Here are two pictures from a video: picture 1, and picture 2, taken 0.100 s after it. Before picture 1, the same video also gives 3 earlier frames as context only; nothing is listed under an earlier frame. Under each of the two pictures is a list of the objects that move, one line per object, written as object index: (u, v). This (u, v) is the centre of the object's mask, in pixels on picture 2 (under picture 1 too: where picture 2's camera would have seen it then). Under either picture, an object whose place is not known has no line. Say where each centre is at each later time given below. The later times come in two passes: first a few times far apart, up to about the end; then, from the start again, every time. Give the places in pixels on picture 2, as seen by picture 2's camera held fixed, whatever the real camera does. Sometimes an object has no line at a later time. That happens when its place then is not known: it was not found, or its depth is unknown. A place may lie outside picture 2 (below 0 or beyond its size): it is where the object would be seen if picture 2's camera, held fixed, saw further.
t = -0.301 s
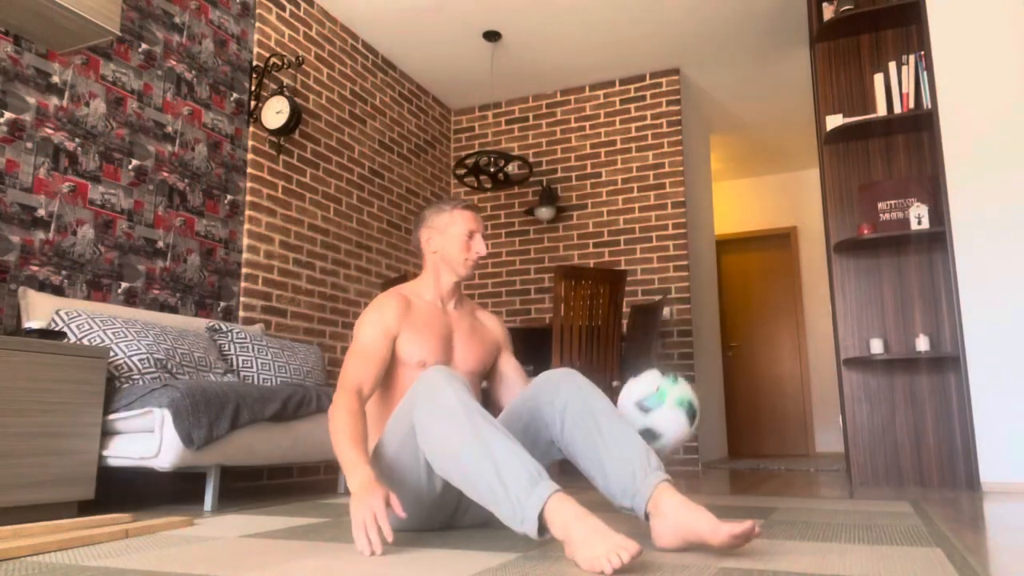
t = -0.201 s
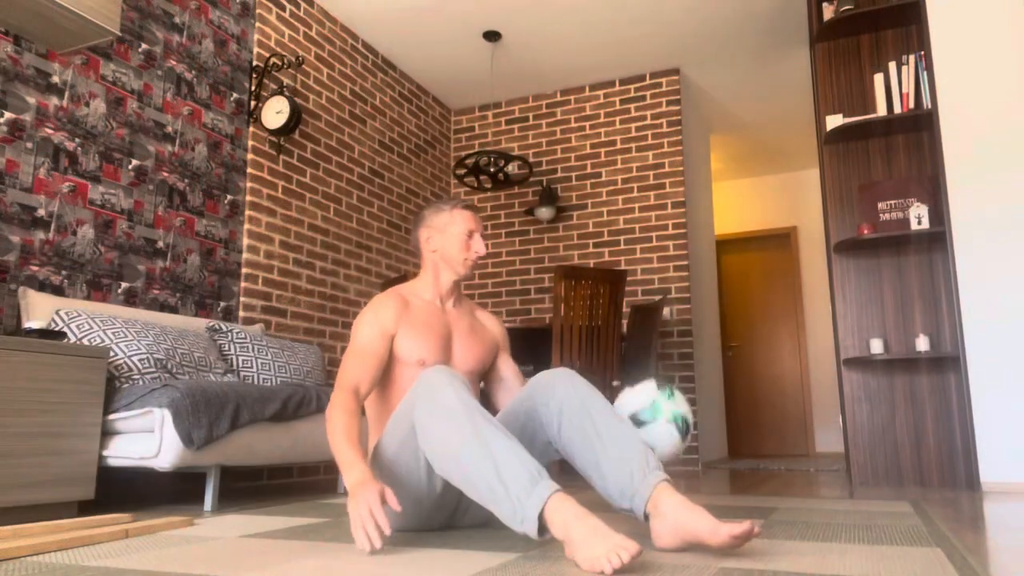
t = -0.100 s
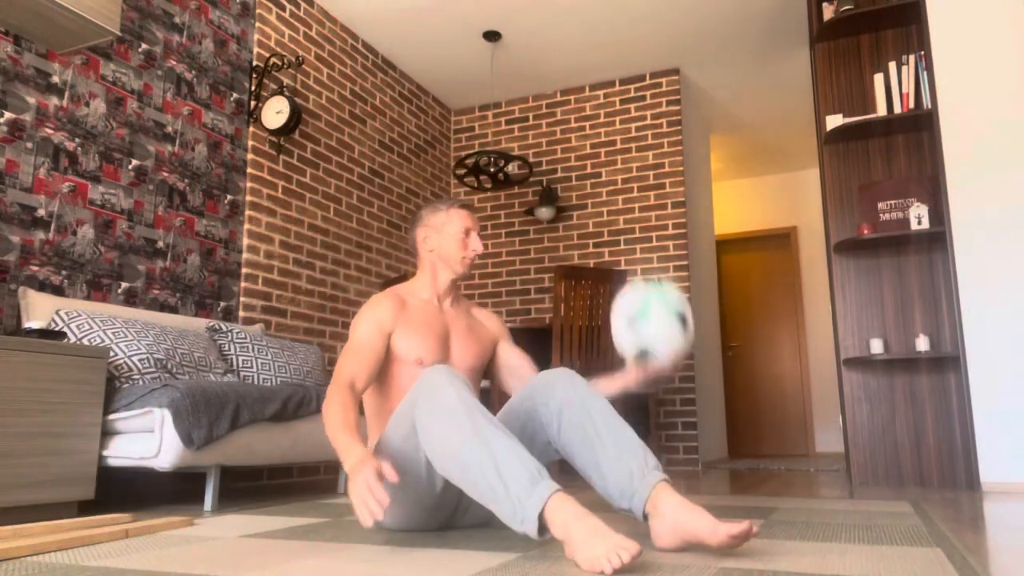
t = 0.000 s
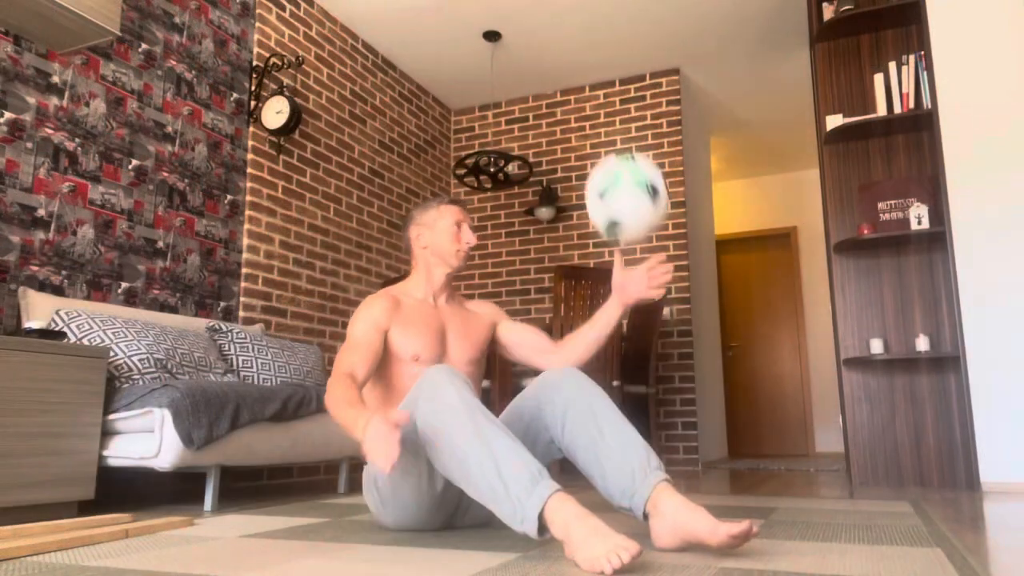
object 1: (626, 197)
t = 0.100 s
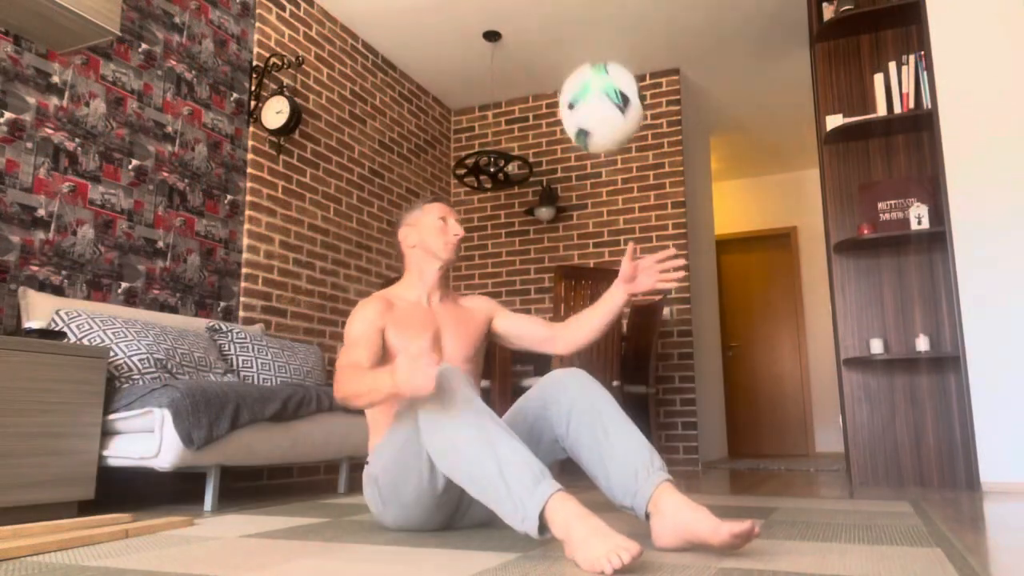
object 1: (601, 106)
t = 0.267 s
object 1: (560, 36)
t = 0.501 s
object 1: (497, 96)
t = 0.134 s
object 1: (593, 84)
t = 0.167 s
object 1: (584, 65)
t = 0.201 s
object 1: (576, 50)
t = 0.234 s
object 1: (568, 40)
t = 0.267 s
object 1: (560, 36)
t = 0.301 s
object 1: (551, 34)
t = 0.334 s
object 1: (543, 34)
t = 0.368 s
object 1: (533, 37)
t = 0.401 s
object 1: (525, 43)
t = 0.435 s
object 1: (516, 54)
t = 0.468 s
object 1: (506, 72)
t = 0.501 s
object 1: (497, 96)
